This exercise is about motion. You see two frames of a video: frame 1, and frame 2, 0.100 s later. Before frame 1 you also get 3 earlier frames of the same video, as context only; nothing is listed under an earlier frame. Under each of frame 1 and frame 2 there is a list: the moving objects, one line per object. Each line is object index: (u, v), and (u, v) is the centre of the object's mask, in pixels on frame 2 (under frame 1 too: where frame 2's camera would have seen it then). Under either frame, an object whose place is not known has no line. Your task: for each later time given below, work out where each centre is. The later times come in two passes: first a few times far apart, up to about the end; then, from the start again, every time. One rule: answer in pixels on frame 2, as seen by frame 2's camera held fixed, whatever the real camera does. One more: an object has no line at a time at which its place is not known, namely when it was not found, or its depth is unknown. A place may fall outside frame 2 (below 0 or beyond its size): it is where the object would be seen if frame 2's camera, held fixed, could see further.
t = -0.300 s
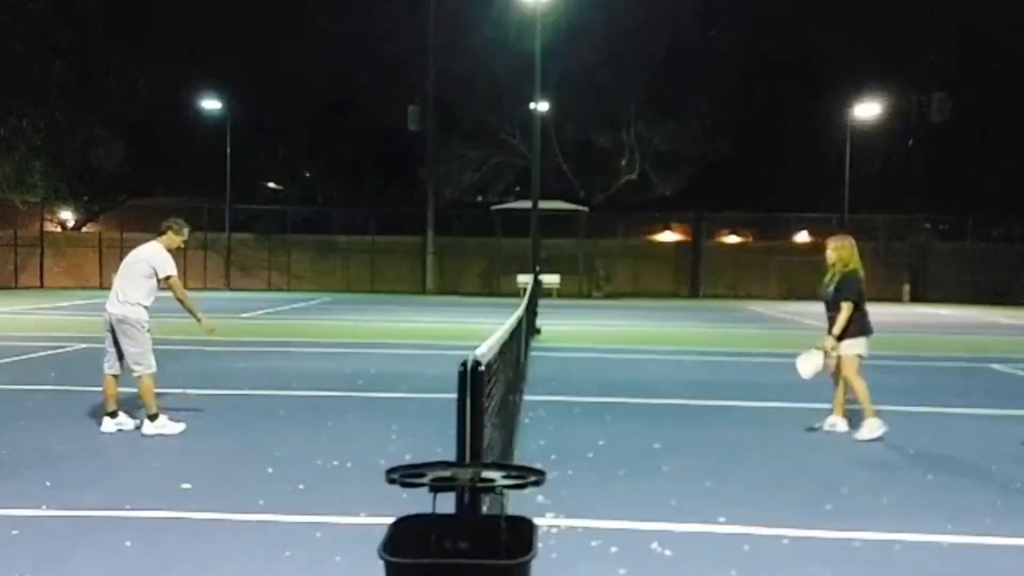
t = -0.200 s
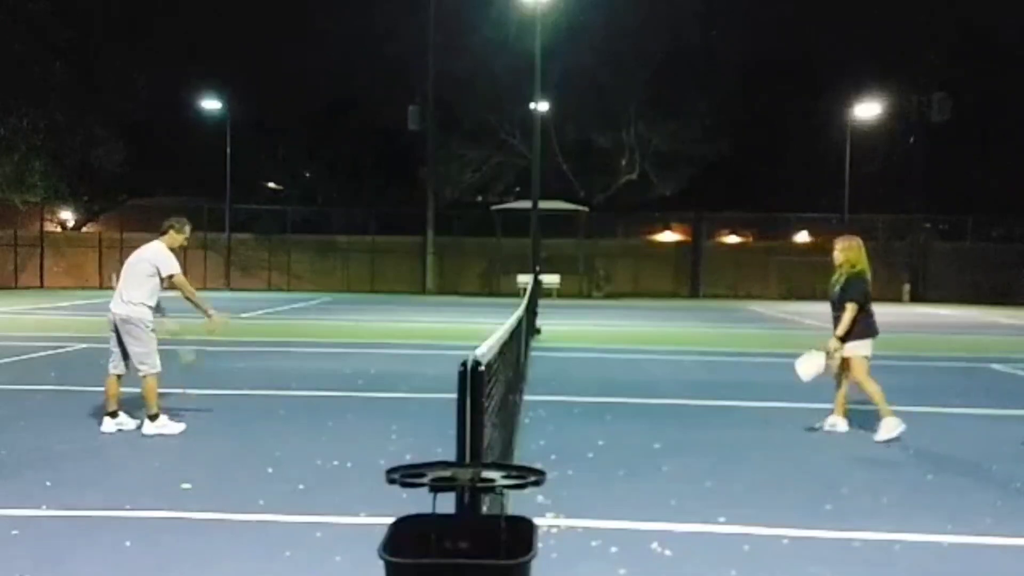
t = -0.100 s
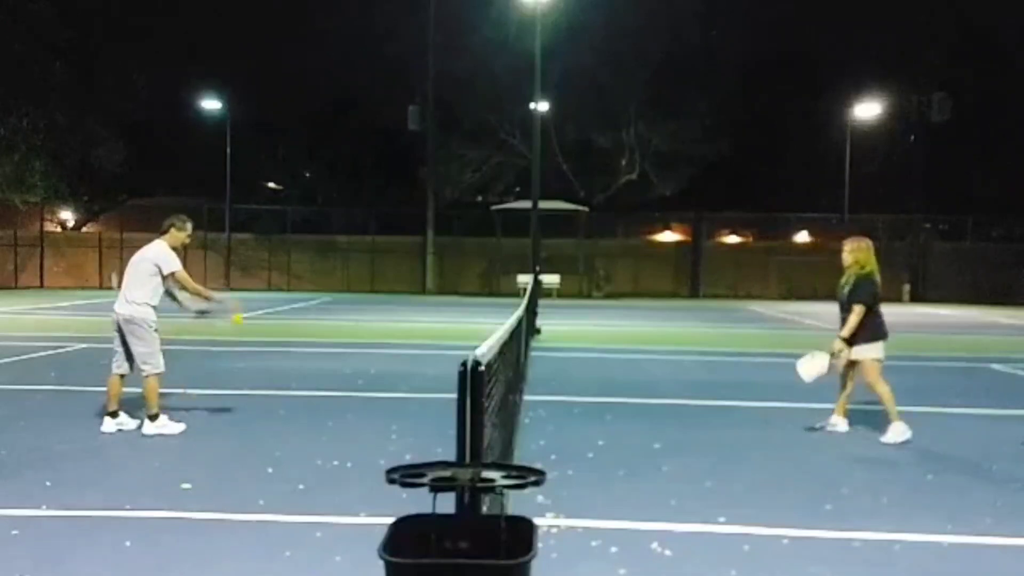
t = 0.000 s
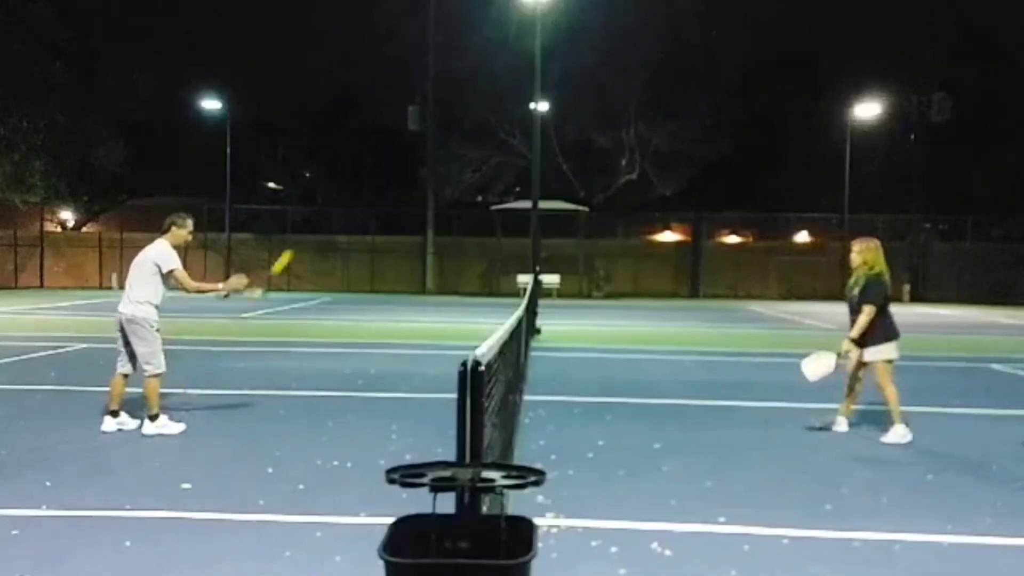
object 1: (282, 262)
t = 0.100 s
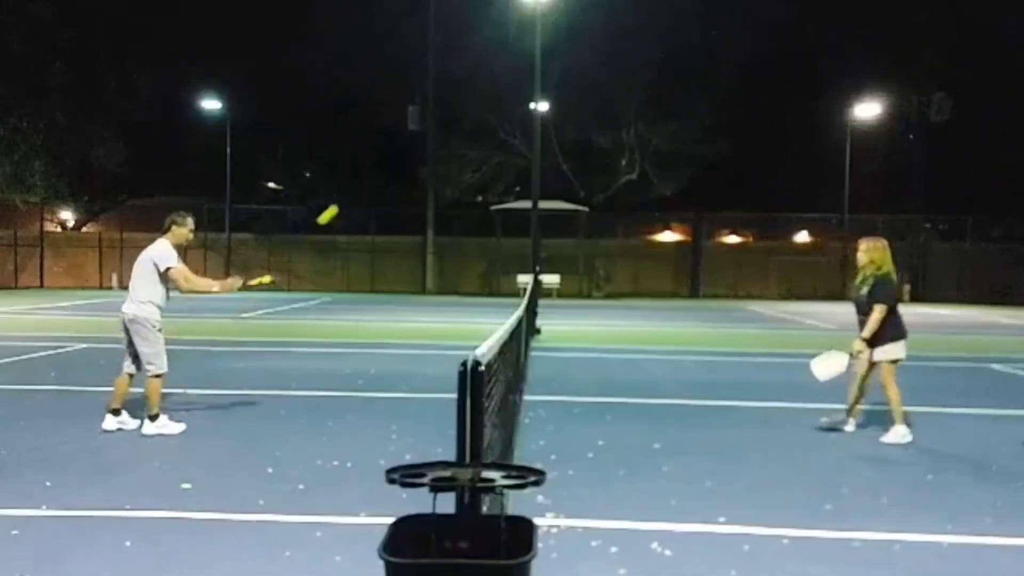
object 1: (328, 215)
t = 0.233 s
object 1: (384, 176)
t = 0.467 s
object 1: (476, 165)
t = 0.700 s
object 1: (558, 220)
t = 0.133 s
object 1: (342, 203)
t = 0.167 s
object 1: (356, 192)
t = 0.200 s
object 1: (370, 183)
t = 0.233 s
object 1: (384, 176)
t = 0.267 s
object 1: (398, 170)
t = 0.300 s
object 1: (412, 165)
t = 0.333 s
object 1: (425, 162)
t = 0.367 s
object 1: (439, 161)
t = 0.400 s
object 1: (451, 161)
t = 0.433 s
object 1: (464, 162)
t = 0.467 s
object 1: (476, 165)
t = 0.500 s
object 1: (488, 169)
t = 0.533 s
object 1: (500, 174)
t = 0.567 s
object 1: (513, 181)
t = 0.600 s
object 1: (525, 189)
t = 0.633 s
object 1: (536, 199)
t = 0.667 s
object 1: (547, 208)
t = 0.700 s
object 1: (558, 220)
